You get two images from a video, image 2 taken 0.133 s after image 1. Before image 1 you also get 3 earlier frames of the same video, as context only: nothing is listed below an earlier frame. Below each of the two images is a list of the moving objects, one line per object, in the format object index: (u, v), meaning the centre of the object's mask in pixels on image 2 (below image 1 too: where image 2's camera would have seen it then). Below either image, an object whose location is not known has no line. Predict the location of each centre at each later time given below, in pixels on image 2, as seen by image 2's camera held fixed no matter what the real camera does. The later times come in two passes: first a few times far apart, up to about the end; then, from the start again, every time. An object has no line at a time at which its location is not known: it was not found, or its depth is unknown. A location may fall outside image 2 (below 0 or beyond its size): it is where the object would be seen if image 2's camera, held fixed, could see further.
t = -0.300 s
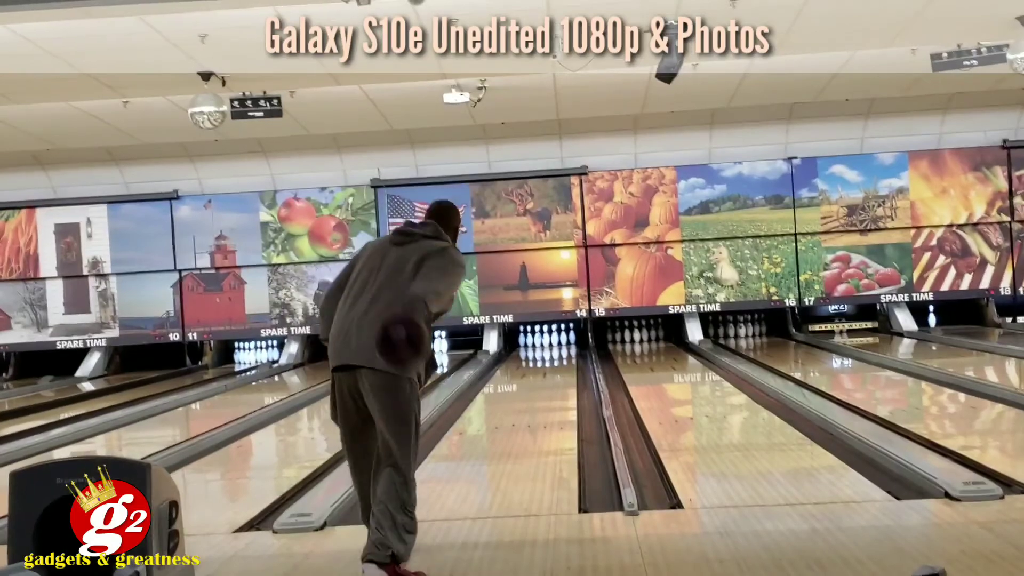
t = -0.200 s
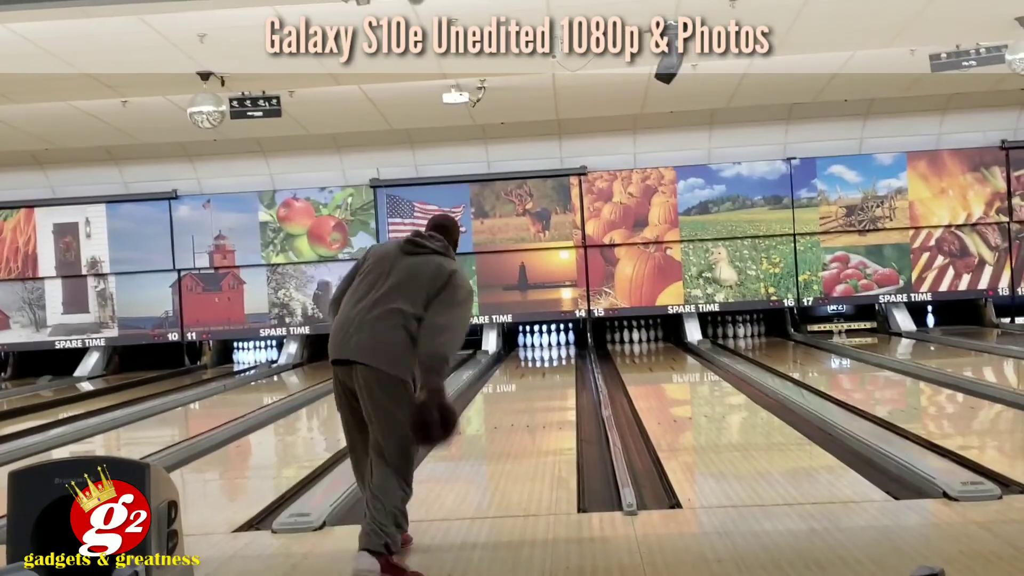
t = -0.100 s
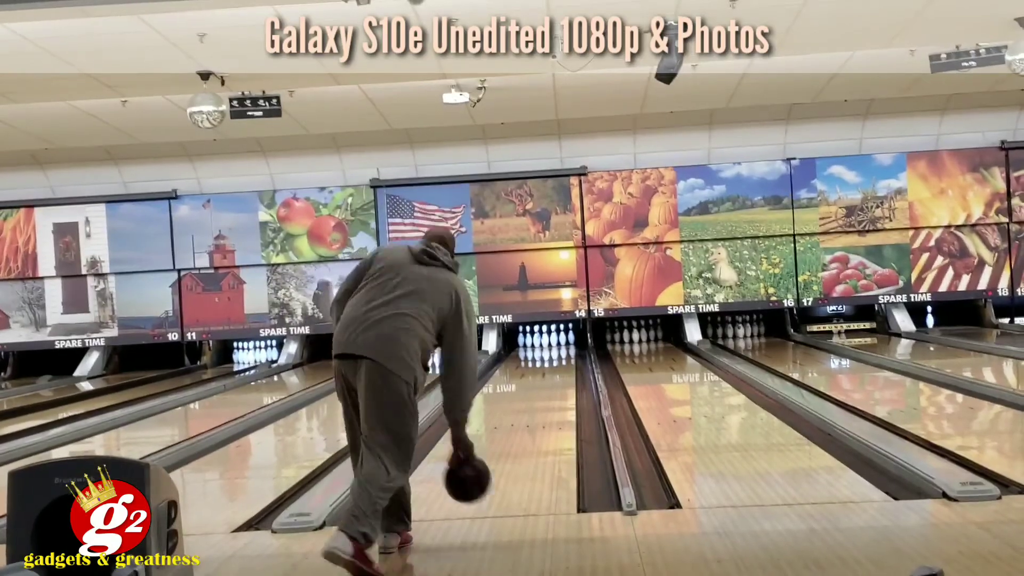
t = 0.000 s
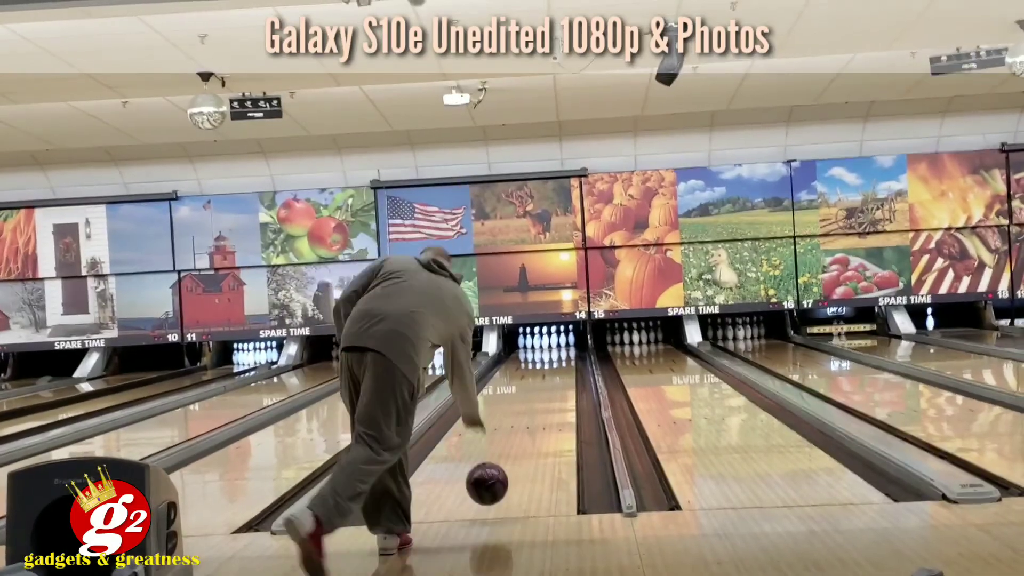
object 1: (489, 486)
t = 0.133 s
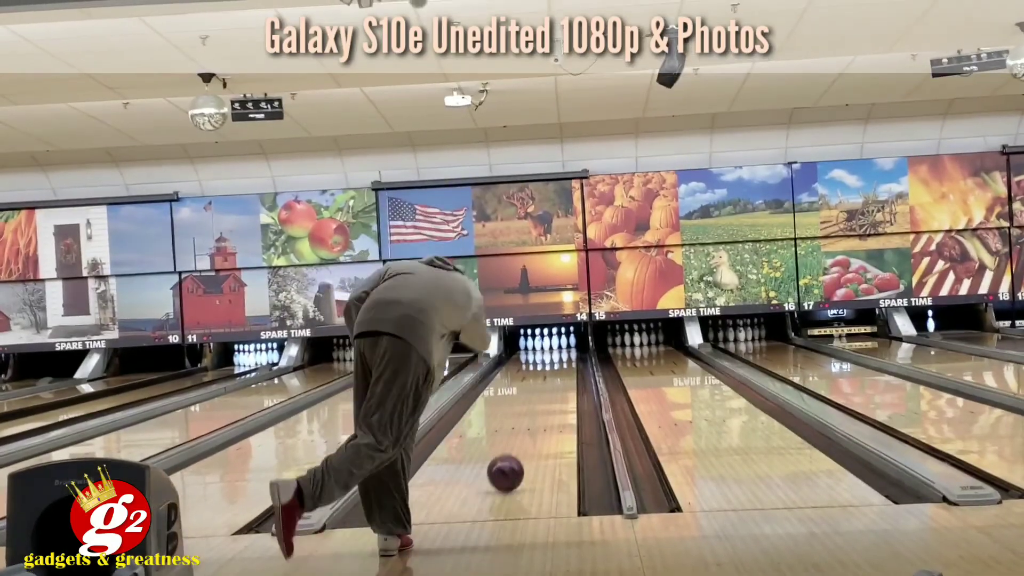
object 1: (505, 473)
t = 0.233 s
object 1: (515, 456)
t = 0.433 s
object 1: (530, 428)
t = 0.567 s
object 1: (537, 415)
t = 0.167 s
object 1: (509, 467)
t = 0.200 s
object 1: (512, 461)
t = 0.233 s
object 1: (515, 456)
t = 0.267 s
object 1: (518, 450)
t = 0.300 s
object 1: (520, 445)
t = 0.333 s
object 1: (523, 441)
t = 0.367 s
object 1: (525, 436)
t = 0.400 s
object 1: (527, 432)
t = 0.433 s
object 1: (530, 428)
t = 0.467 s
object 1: (532, 424)
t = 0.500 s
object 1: (534, 421)
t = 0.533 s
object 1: (535, 418)
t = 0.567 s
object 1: (537, 415)
